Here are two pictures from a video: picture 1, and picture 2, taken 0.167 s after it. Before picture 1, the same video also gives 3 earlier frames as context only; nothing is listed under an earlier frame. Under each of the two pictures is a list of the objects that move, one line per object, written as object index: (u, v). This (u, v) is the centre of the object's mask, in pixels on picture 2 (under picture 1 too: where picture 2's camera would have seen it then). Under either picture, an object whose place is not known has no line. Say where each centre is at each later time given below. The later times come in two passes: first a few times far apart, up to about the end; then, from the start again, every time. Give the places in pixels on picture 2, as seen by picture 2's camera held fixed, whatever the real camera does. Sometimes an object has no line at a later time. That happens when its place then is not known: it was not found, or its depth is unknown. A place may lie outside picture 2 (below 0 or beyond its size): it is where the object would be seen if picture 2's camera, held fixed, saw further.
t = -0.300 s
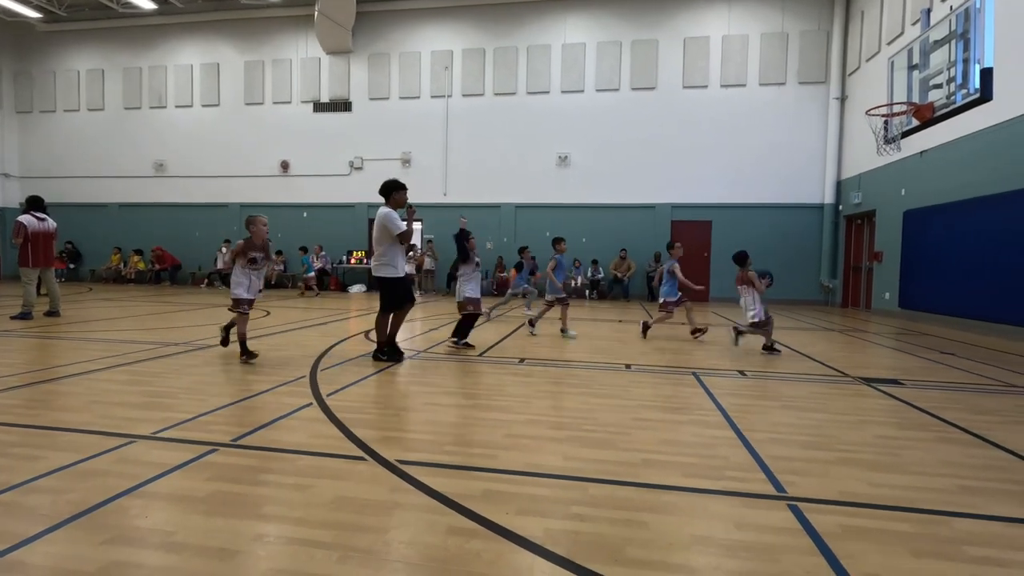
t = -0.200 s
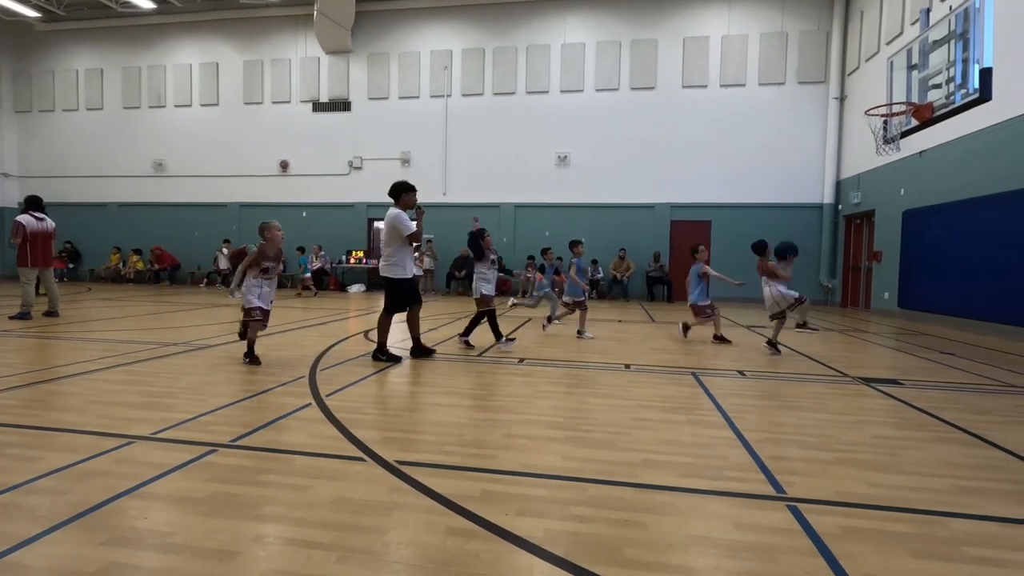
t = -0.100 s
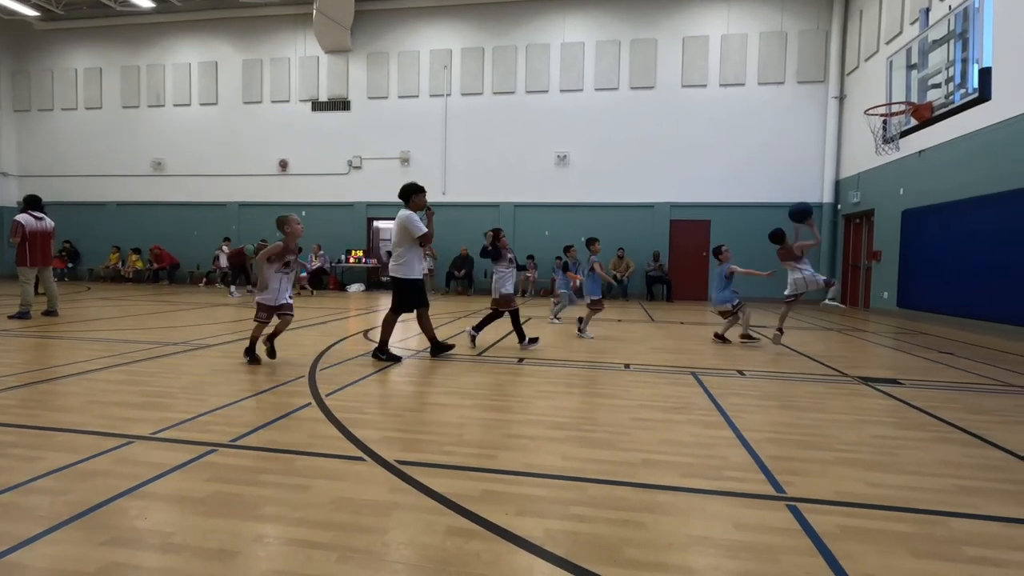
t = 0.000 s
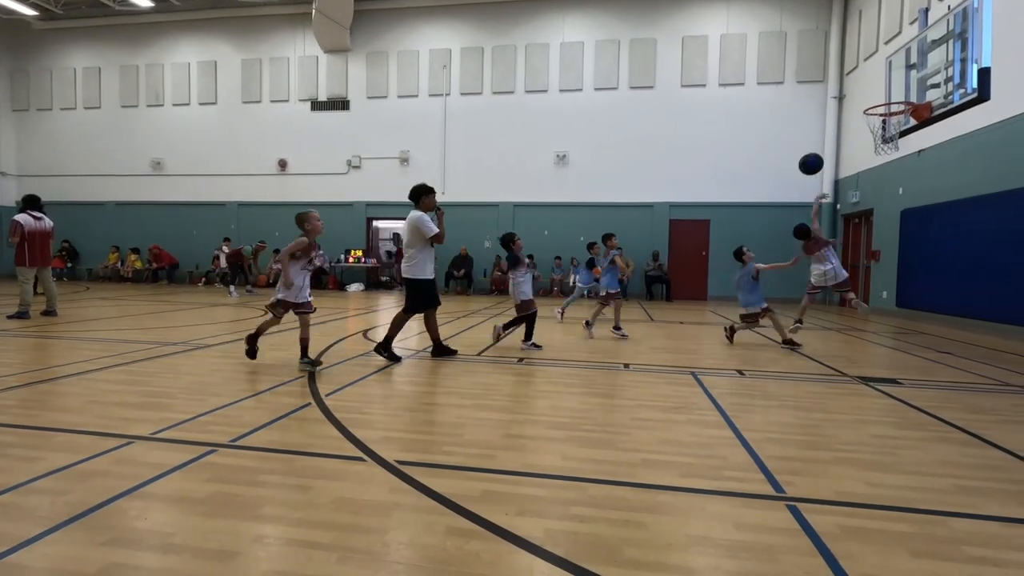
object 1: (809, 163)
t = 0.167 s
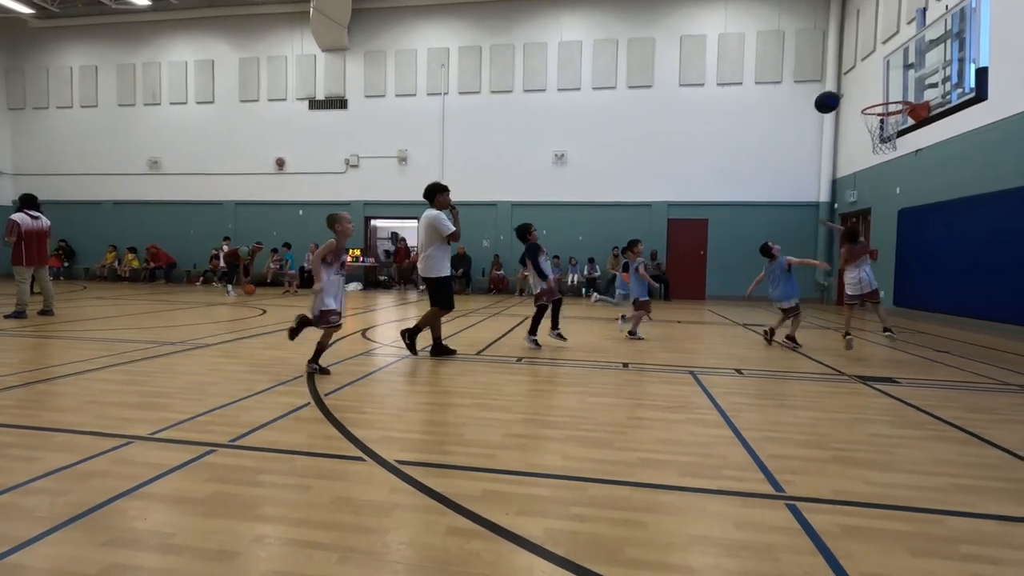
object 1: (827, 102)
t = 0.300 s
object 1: (840, 72)
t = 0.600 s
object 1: (866, 66)
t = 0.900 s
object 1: (885, 136)
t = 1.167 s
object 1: (891, 211)
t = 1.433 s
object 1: (896, 338)
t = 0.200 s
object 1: (830, 93)
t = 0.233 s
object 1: (833, 85)
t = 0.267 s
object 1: (837, 78)
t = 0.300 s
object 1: (840, 72)
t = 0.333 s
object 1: (843, 67)
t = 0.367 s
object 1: (846, 64)
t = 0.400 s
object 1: (849, 61)
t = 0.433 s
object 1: (852, 59)
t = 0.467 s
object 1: (855, 59)
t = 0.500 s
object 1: (858, 59)
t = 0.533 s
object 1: (861, 60)
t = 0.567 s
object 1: (863, 62)
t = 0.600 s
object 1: (866, 66)
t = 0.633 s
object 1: (868, 70)
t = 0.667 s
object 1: (871, 75)
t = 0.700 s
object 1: (873, 82)
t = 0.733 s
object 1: (875, 89)
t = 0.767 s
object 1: (878, 96)
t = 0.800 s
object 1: (880, 106)
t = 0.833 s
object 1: (882, 115)
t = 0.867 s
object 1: (884, 128)
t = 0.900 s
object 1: (885, 136)
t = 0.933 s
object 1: (886, 143)
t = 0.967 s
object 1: (888, 150)
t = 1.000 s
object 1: (888, 158)
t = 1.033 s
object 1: (889, 167)
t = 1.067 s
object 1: (890, 176)
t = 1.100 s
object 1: (891, 186)
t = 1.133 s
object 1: (891, 198)
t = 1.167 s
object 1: (891, 211)
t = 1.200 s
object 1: (890, 224)
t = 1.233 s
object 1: (891, 238)
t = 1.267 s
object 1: (892, 253)
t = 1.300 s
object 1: (892, 268)
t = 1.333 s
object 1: (893, 284)
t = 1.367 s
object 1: (894, 302)
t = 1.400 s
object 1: (896, 320)
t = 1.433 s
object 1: (896, 338)
